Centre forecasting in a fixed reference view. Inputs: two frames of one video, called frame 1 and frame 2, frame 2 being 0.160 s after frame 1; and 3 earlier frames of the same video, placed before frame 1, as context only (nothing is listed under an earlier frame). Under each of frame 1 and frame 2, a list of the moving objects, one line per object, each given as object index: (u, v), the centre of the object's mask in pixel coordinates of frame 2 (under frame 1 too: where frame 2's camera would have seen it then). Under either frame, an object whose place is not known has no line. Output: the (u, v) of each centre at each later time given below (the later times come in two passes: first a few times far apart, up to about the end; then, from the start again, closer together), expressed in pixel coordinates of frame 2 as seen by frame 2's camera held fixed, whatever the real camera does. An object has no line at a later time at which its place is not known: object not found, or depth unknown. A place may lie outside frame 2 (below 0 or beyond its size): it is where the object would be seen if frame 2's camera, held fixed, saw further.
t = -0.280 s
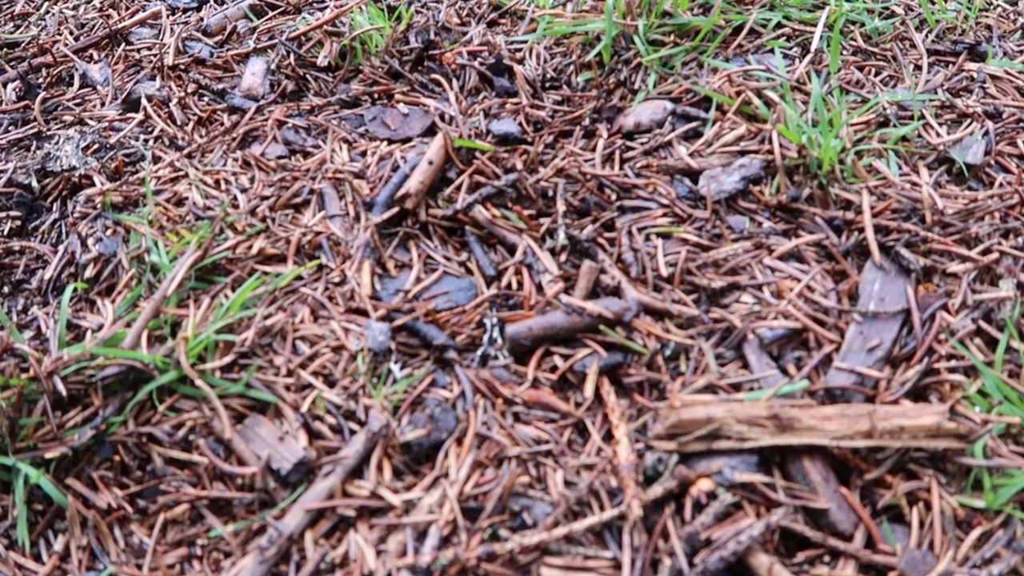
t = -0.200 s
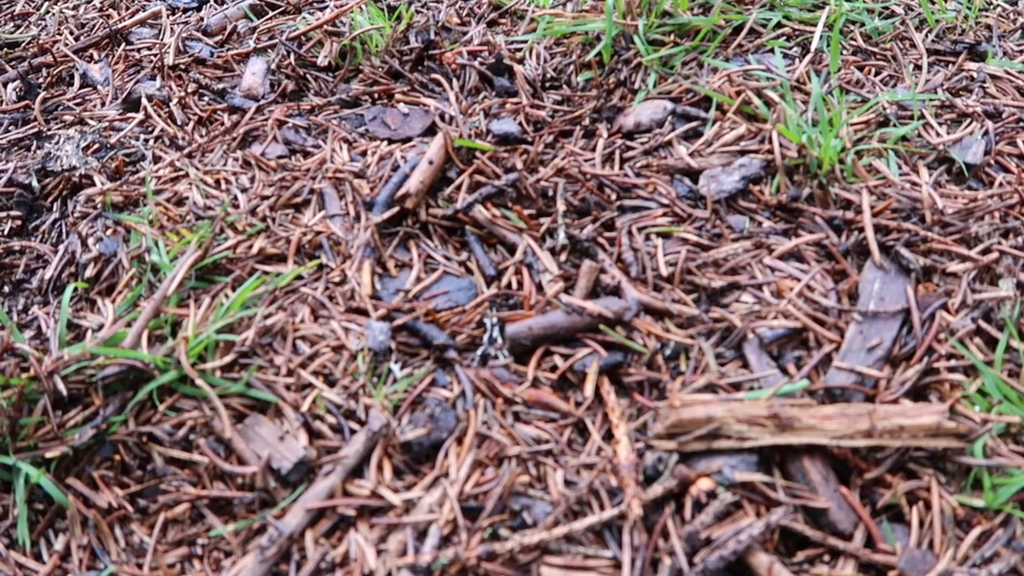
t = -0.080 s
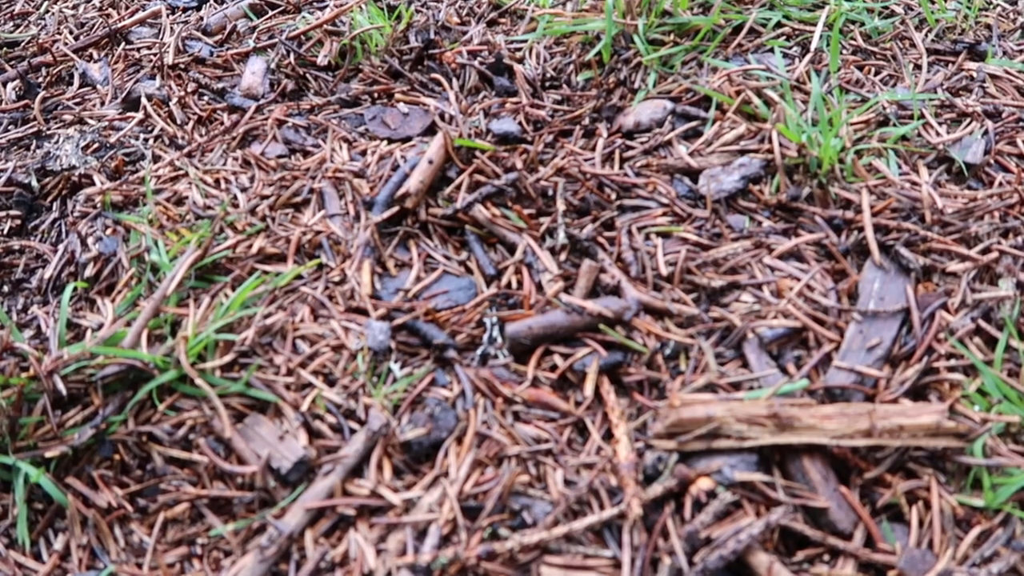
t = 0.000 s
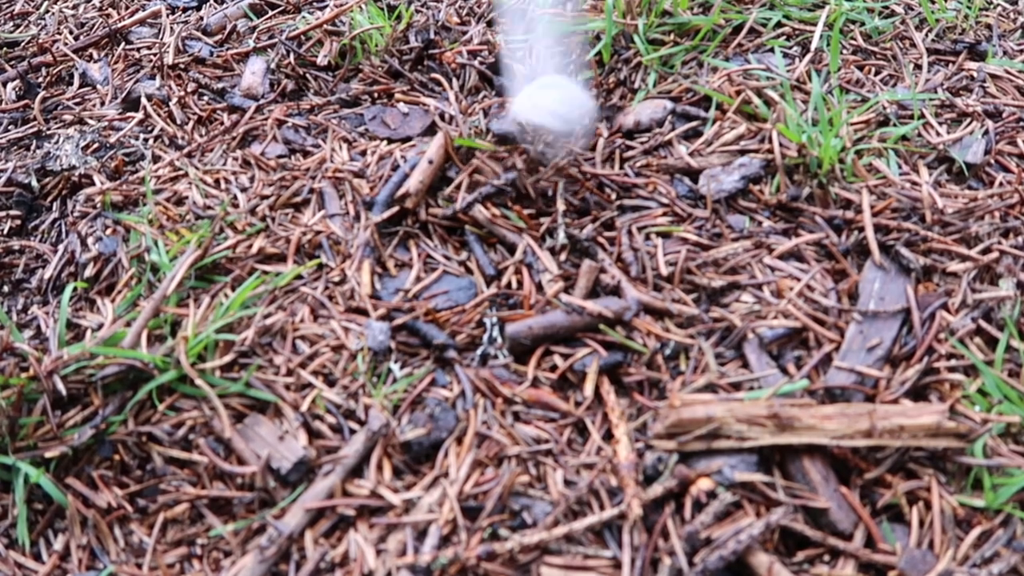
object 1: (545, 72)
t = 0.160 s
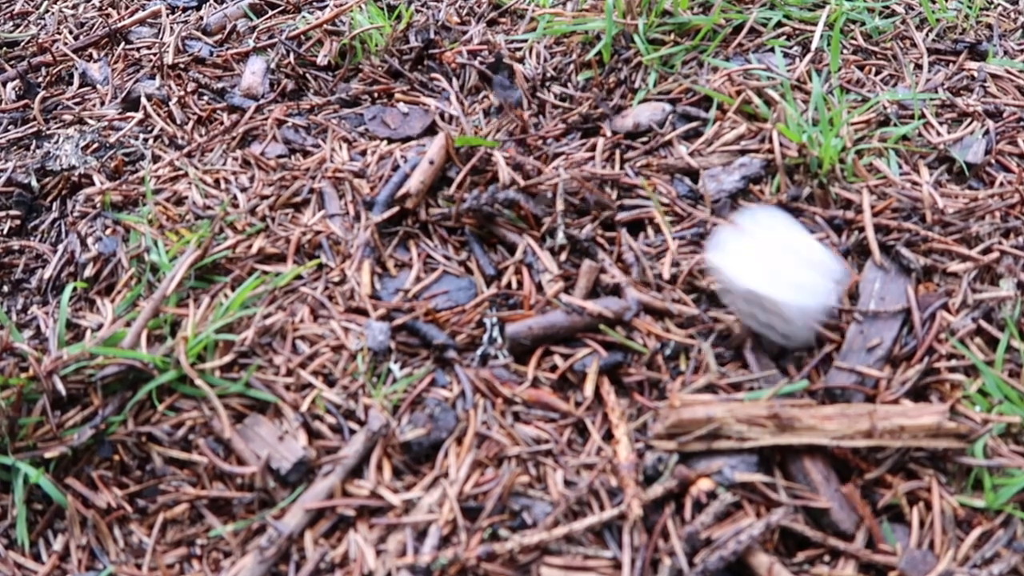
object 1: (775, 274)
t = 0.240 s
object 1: (907, 326)
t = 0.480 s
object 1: (943, 346)
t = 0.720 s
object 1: (943, 346)
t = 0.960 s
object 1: (943, 346)
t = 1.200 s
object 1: (943, 346)
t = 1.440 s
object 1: (943, 346)
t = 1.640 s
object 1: (943, 346)
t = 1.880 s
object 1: (943, 347)
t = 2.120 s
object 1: (943, 347)
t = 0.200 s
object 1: (849, 307)
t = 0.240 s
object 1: (907, 326)
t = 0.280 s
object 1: (957, 351)
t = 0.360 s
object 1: (945, 345)
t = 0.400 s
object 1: (935, 347)
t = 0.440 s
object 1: (942, 346)
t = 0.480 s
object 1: (943, 346)
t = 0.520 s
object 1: (943, 346)
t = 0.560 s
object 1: (943, 346)
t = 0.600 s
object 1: (943, 346)
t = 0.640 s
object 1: (943, 346)
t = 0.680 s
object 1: (943, 346)
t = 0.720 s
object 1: (943, 346)
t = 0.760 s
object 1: (943, 346)
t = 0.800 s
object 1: (943, 346)
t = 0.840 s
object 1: (943, 346)
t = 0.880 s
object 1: (943, 346)
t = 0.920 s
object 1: (943, 346)
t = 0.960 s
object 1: (943, 346)
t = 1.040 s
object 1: (943, 346)
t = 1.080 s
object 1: (943, 346)
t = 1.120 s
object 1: (943, 346)
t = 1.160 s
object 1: (943, 346)
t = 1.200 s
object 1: (943, 346)
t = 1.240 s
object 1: (943, 346)
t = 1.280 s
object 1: (943, 347)
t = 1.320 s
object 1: (943, 346)
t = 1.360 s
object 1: (943, 346)
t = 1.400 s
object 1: (943, 347)
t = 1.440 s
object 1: (943, 346)
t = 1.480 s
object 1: (943, 346)
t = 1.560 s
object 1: (943, 346)
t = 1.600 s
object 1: (943, 346)
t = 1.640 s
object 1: (943, 346)
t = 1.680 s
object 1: (943, 347)
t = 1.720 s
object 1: (943, 347)
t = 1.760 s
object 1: (943, 347)
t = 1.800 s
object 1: (943, 346)
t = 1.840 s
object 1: (943, 347)
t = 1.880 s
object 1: (943, 347)
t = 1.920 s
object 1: (943, 347)
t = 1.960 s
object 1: (943, 347)
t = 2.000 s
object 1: (943, 347)
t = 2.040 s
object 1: (943, 347)
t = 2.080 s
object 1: (943, 347)
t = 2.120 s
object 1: (943, 347)
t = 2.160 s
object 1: (943, 347)
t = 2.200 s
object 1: (943, 347)
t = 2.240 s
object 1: (943, 347)
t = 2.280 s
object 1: (943, 347)
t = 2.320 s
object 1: (944, 347)
